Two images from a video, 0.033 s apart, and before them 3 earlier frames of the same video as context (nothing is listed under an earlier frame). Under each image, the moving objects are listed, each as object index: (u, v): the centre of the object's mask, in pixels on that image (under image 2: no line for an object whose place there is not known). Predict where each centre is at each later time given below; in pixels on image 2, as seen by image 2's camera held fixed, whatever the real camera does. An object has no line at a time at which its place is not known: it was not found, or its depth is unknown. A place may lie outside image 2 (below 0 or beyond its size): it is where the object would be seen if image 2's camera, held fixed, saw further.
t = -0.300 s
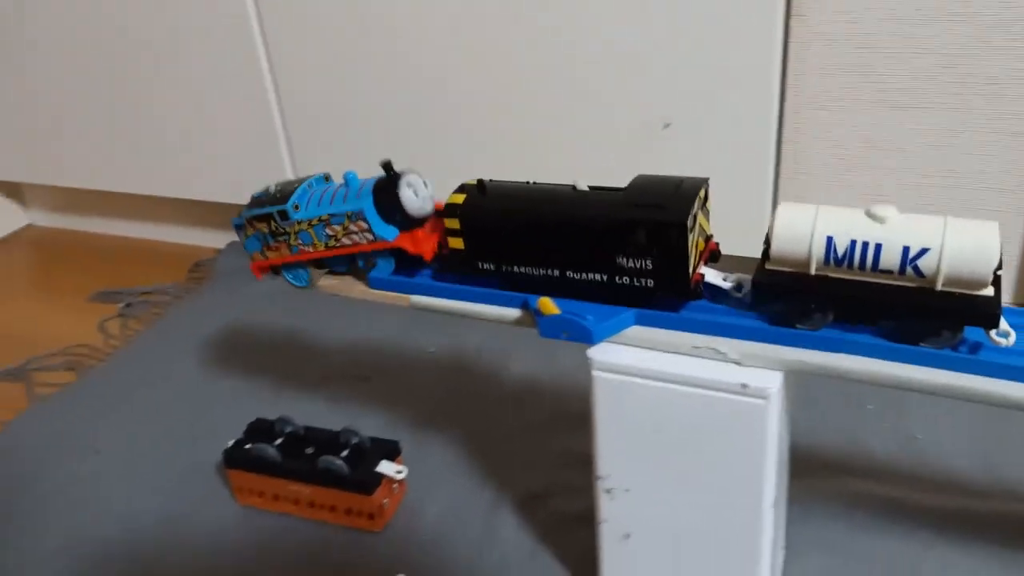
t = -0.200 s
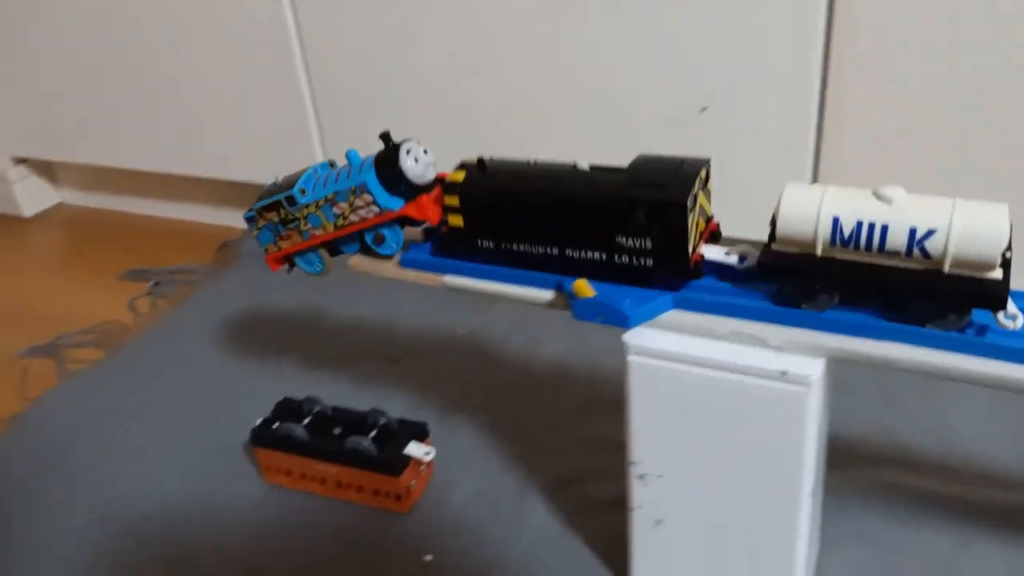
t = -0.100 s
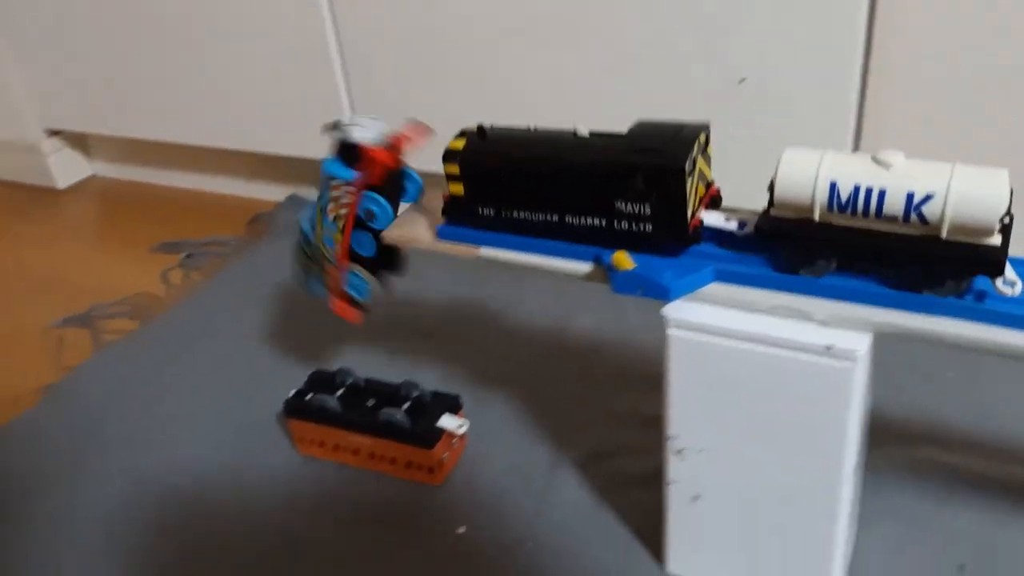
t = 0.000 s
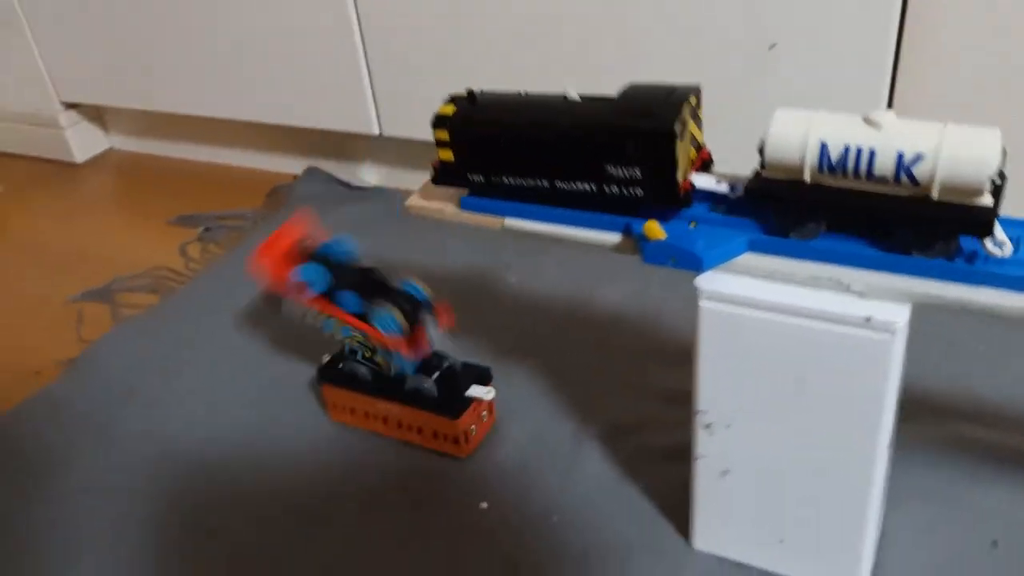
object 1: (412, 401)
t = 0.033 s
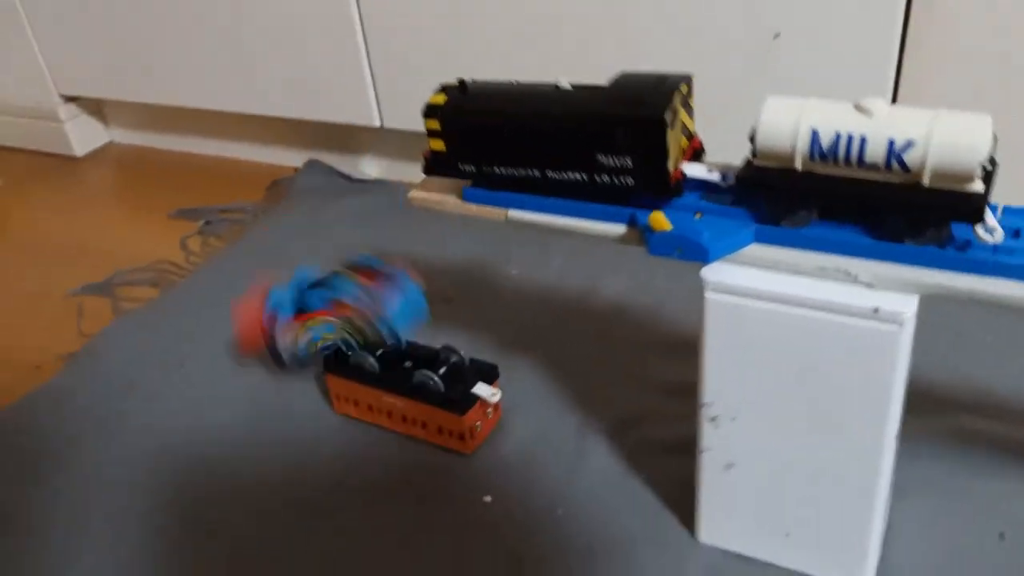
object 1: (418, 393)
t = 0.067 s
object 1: (421, 390)
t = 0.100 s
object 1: (427, 388)
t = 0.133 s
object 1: (428, 387)
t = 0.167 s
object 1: (429, 387)
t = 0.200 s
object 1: (428, 388)
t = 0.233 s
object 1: (427, 389)
